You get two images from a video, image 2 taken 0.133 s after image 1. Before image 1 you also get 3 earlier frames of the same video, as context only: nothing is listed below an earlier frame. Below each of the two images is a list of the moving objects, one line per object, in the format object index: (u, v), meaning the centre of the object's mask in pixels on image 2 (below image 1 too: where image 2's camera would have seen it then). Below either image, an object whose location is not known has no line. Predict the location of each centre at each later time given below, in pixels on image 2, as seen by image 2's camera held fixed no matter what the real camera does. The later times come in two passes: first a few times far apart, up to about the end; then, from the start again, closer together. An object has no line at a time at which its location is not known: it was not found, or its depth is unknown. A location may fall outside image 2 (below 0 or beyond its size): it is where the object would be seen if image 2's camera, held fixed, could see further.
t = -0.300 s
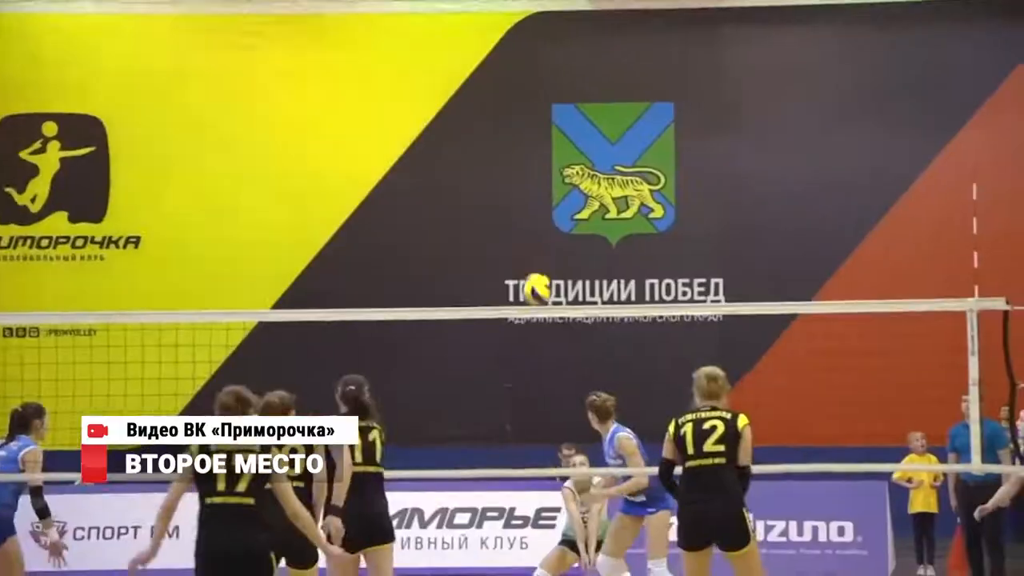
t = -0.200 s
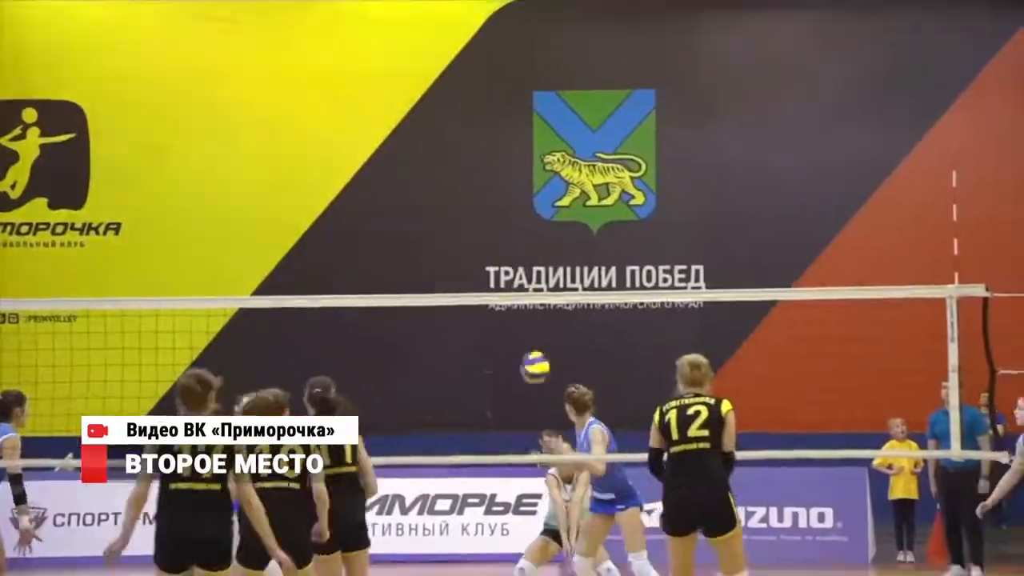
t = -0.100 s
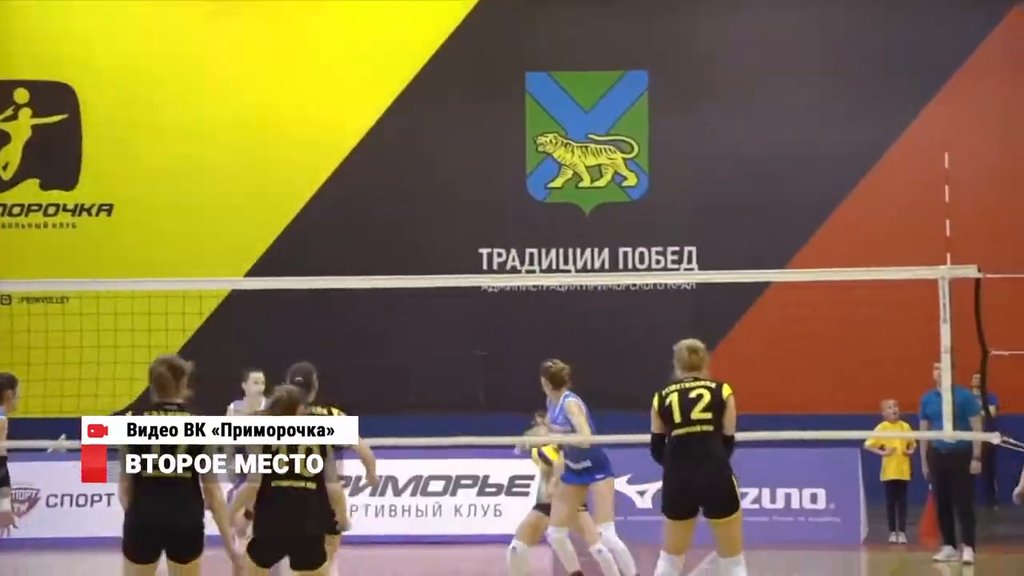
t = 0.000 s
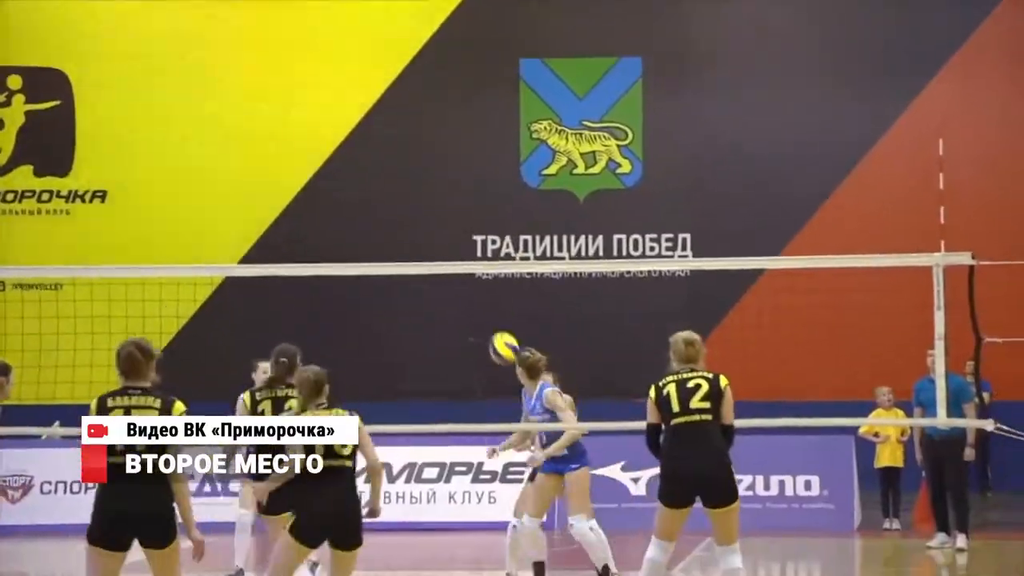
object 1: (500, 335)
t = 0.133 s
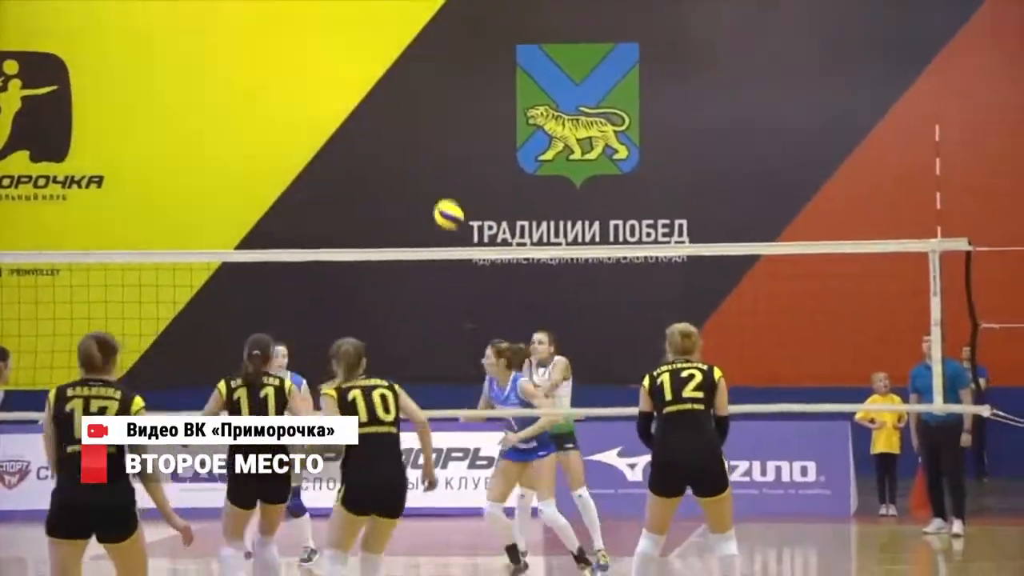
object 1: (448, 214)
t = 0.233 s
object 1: (407, 142)
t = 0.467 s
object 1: (309, 41)
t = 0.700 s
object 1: (201, 47)
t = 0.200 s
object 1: (419, 161)
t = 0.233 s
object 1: (407, 142)
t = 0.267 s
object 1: (393, 120)
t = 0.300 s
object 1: (379, 101)
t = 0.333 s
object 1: (367, 89)
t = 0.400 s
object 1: (336, 59)
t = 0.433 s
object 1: (325, 50)
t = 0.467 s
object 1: (309, 41)
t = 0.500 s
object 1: (294, 35)
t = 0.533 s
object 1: (281, 33)
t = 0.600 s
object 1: (247, 32)
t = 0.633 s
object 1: (236, 32)
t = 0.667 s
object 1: (219, 39)
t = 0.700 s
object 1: (201, 47)
